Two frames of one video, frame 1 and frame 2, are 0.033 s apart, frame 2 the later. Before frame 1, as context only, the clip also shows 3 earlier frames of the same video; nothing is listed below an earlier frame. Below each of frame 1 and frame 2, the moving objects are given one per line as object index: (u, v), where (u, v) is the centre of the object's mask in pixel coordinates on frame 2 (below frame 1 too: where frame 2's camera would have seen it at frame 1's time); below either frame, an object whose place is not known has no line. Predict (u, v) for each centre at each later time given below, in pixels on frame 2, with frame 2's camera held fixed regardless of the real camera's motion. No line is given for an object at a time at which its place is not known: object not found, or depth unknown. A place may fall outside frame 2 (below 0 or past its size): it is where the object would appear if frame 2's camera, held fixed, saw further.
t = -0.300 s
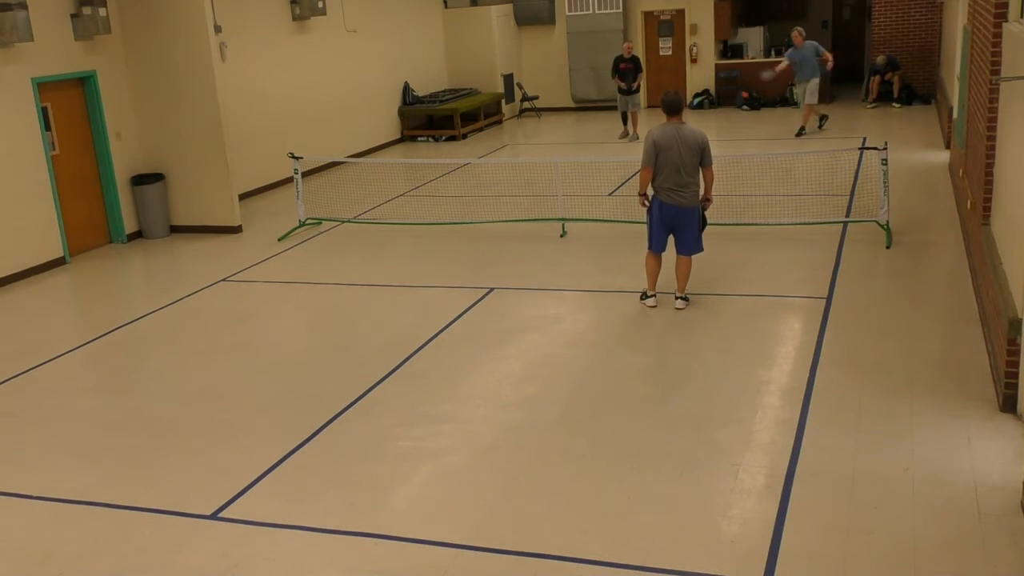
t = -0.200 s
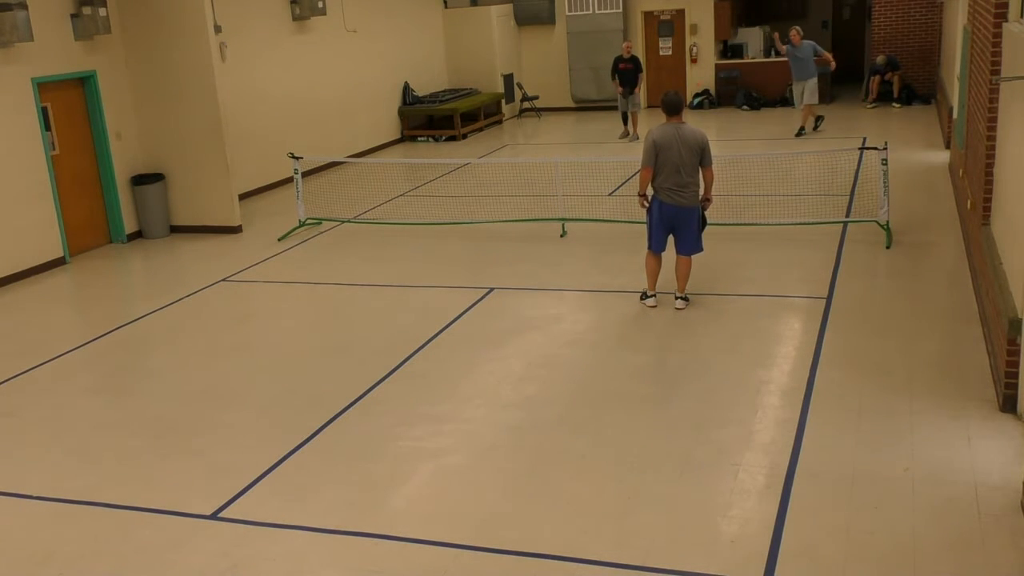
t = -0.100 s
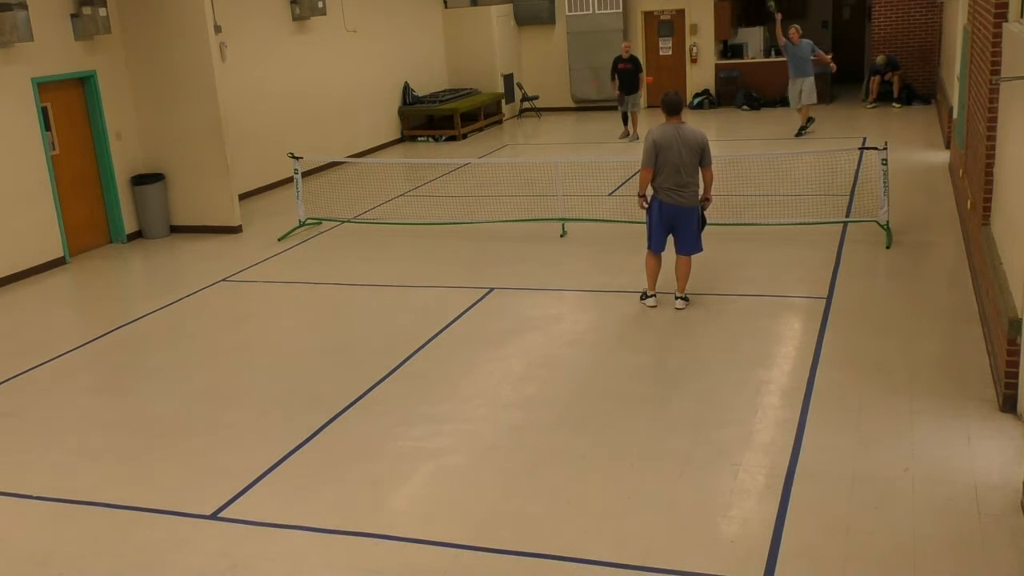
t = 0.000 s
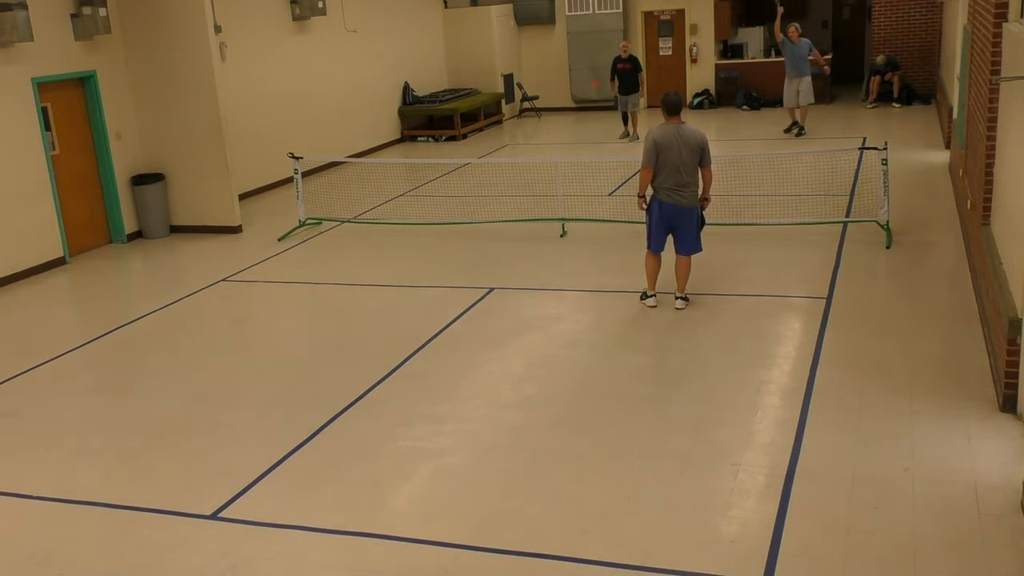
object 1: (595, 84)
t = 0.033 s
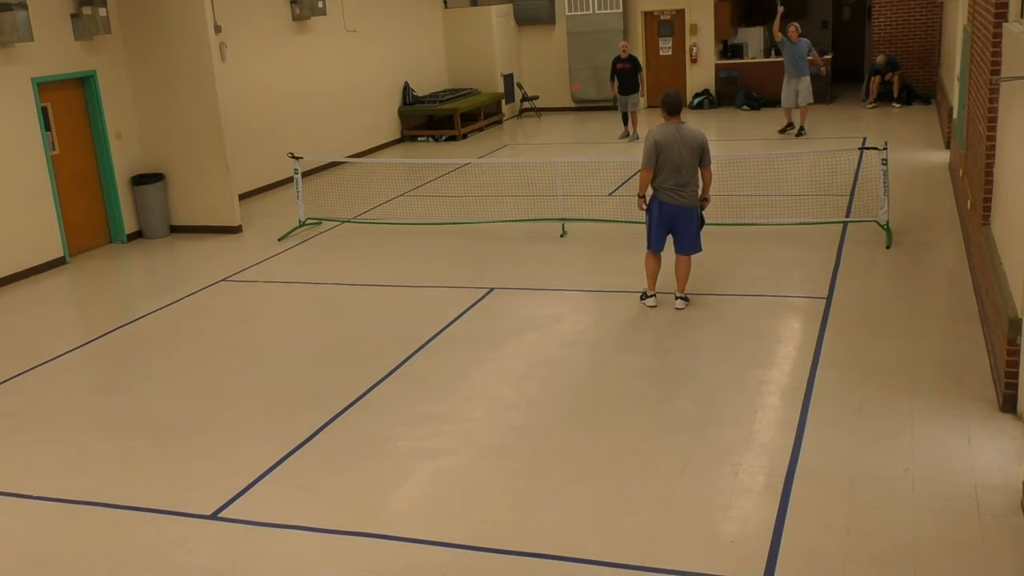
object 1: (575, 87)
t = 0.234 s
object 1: (451, 132)
